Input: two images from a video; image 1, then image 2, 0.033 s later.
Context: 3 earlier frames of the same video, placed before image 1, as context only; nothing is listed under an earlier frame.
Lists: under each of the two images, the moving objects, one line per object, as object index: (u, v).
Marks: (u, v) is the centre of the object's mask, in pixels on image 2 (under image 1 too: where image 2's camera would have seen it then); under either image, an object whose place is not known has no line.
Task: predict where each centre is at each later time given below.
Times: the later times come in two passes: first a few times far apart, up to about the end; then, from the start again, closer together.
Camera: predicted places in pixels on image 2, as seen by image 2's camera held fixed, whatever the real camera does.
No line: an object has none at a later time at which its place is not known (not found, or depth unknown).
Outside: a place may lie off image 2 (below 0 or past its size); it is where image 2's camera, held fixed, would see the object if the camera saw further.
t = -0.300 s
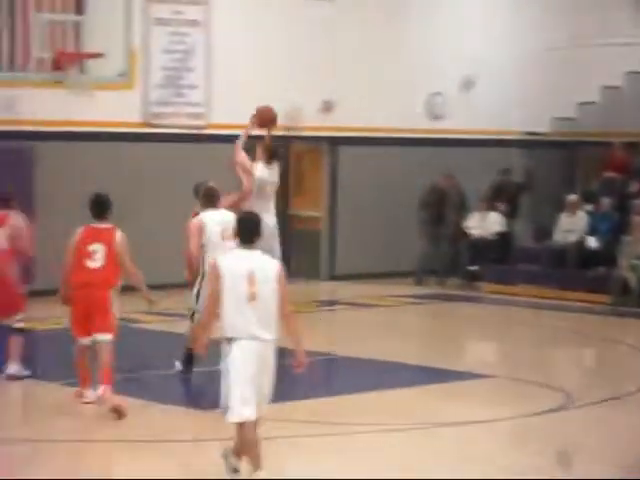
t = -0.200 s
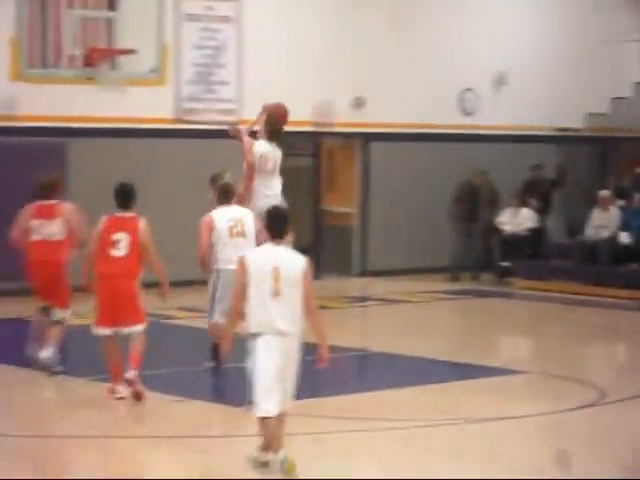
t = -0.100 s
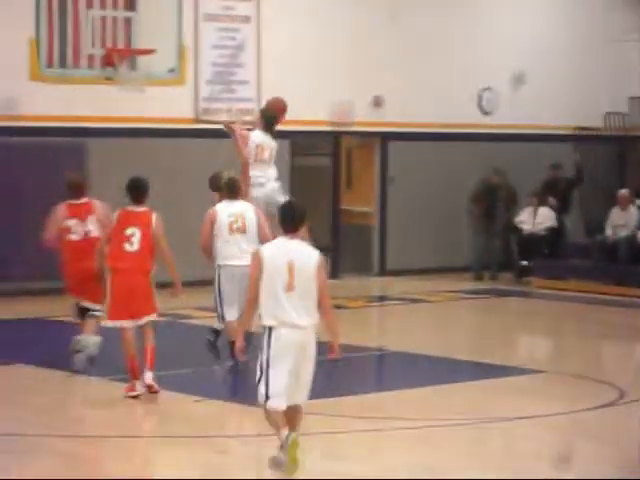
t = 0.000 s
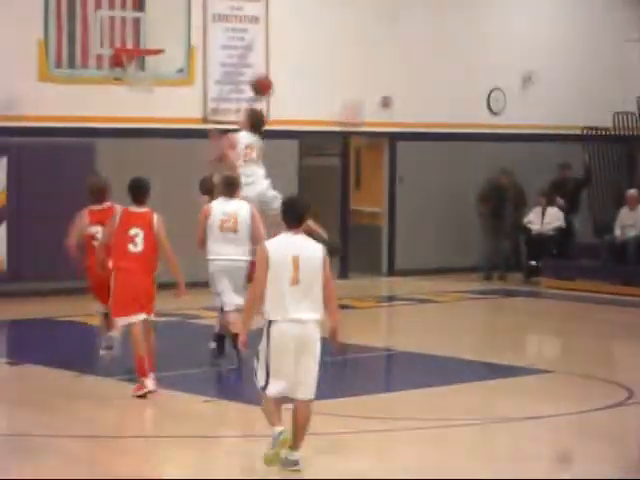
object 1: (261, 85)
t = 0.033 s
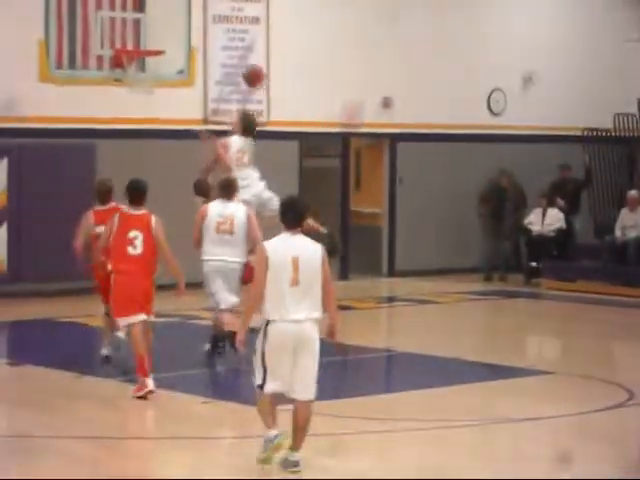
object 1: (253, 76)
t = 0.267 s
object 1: (187, 29)
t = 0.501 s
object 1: (152, 32)
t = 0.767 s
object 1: (145, 81)
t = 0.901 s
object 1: (137, 104)
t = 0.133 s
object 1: (226, 49)
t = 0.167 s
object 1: (215, 43)
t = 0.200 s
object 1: (206, 37)
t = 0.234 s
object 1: (197, 33)
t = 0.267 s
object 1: (187, 29)
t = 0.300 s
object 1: (179, 27)
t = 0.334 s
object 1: (169, 25)
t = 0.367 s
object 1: (160, 25)
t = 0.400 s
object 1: (151, 26)
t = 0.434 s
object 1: (151, 26)
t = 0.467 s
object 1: (151, 29)
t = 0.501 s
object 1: (152, 32)
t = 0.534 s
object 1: (151, 37)
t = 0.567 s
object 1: (152, 41)
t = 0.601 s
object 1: (152, 48)
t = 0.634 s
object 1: (153, 56)
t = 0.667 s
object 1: (152, 64)
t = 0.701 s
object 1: (150, 69)
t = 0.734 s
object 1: (147, 77)
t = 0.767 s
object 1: (145, 81)
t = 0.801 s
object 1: (143, 85)
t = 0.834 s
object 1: (141, 90)
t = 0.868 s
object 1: (139, 97)
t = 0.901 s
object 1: (137, 104)
